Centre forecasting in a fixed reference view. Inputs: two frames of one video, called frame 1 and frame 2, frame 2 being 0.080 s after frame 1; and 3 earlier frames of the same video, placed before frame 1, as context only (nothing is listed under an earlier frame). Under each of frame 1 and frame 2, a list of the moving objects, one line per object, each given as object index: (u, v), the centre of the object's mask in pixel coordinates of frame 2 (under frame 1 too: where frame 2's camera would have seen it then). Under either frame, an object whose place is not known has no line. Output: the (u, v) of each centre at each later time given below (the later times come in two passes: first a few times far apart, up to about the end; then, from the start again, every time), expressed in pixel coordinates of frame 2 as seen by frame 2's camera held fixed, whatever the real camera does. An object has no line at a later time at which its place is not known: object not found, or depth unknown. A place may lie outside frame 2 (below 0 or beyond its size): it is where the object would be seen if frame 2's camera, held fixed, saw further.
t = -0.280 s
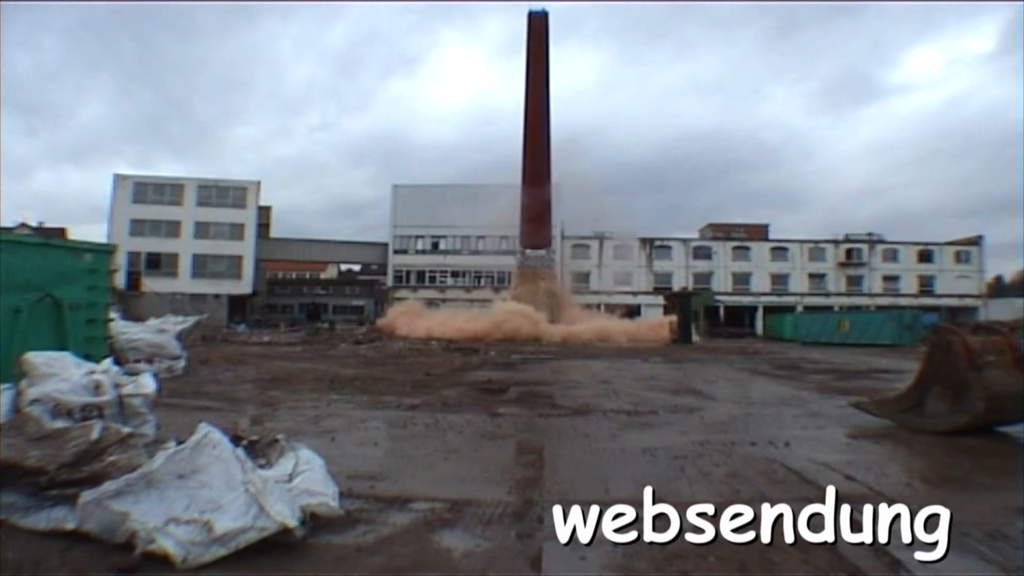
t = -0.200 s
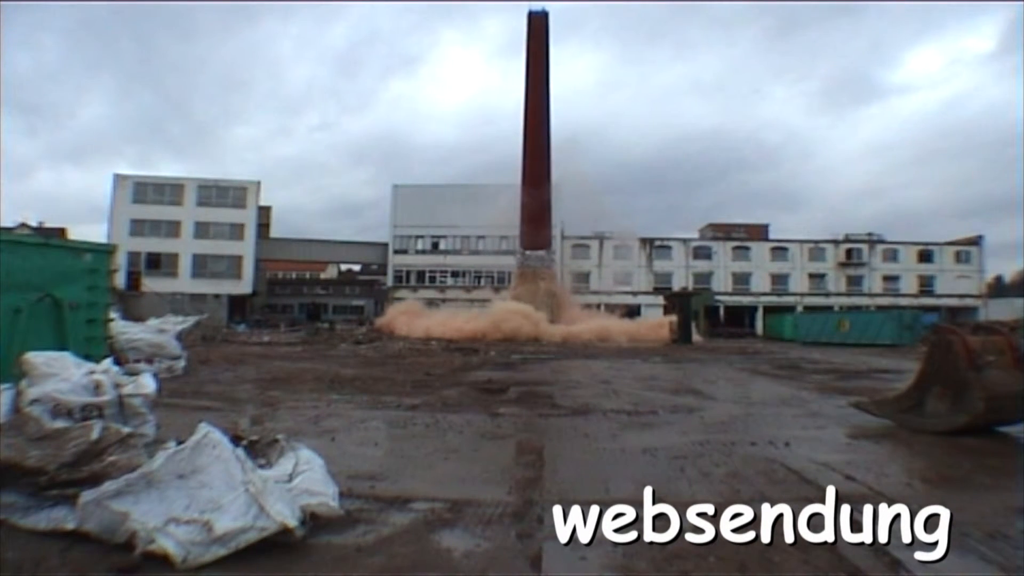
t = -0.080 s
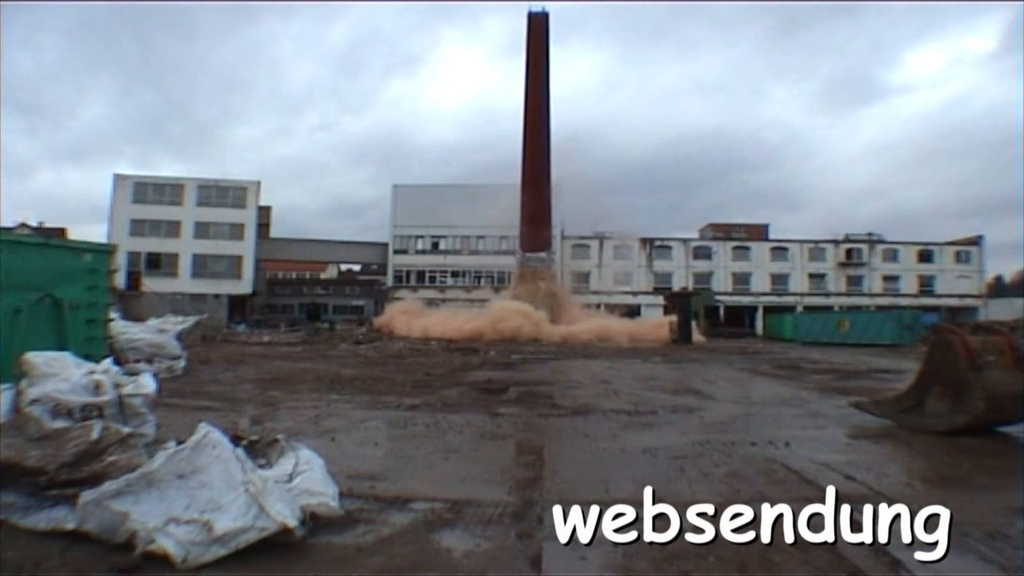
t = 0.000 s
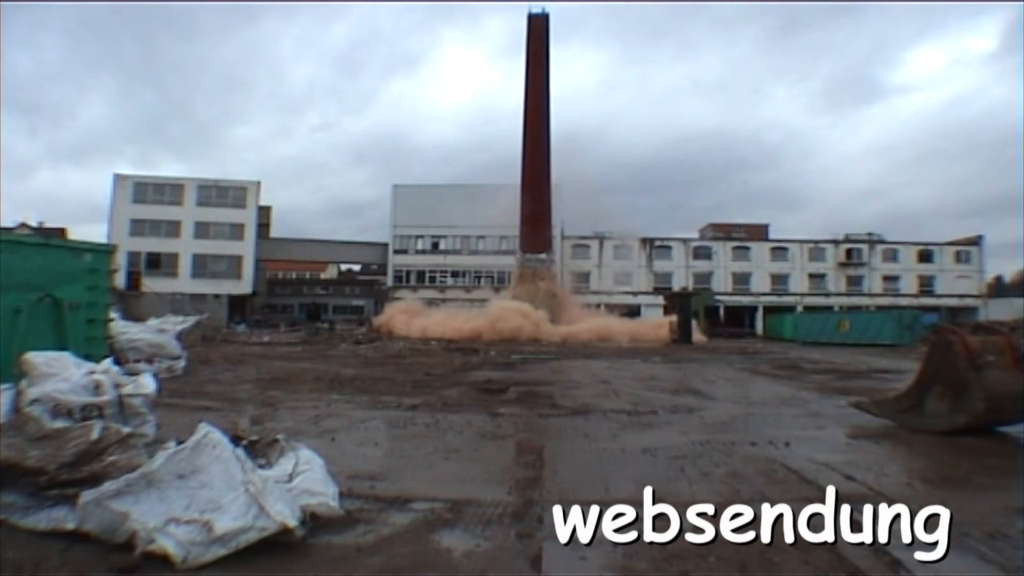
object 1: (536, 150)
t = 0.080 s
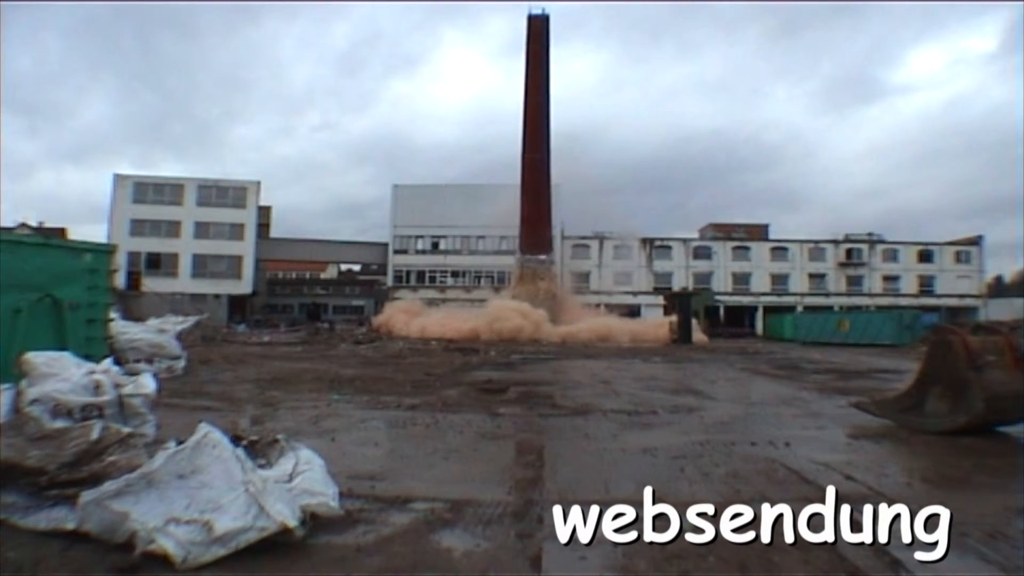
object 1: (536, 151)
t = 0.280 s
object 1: (536, 153)
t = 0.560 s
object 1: (536, 160)
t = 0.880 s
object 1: (536, 184)
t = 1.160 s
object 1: (535, 210)
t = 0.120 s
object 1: (536, 151)
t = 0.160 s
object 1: (536, 151)
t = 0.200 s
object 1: (536, 151)
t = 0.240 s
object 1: (536, 152)
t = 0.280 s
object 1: (536, 153)
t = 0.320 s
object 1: (536, 153)
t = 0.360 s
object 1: (536, 154)
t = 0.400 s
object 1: (536, 155)
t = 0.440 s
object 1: (536, 155)
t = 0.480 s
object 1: (536, 156)
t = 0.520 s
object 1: (536, 158)
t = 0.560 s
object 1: (536, 160)
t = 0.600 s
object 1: (536, 163)
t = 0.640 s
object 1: (536, 166)
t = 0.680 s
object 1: (536, 168)
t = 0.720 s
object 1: (535, 172)
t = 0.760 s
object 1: (536, 174)
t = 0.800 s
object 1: (536, 176)
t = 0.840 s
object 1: (535, 178)
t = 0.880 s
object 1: (536, 184)
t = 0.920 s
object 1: (536, 188)
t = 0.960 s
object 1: (535, 192)
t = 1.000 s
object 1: (535, 195)
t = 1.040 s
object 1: (535, 198)
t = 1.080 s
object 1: (535, 201)
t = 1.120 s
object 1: (535, 206)
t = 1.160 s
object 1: (535, 210)
